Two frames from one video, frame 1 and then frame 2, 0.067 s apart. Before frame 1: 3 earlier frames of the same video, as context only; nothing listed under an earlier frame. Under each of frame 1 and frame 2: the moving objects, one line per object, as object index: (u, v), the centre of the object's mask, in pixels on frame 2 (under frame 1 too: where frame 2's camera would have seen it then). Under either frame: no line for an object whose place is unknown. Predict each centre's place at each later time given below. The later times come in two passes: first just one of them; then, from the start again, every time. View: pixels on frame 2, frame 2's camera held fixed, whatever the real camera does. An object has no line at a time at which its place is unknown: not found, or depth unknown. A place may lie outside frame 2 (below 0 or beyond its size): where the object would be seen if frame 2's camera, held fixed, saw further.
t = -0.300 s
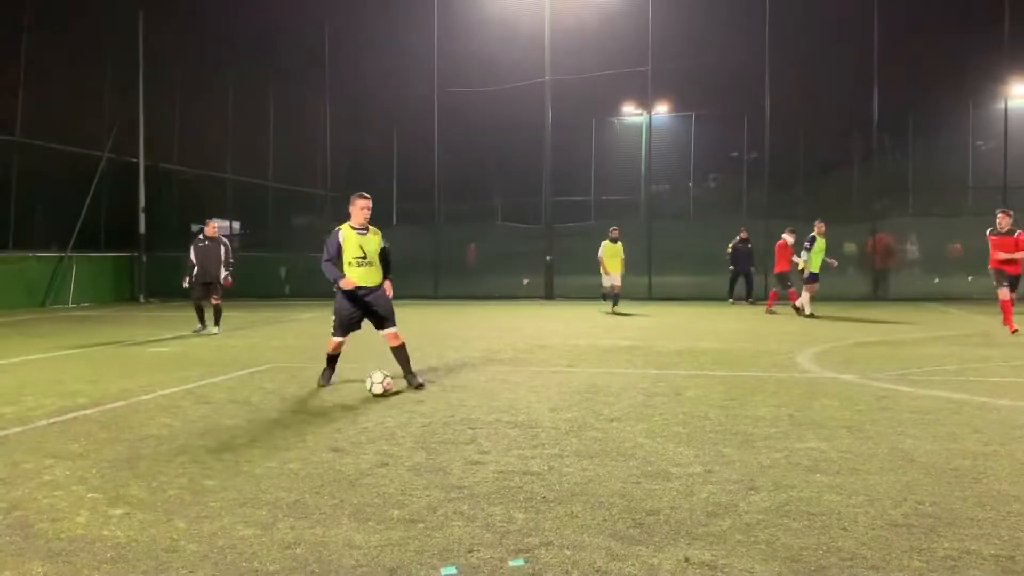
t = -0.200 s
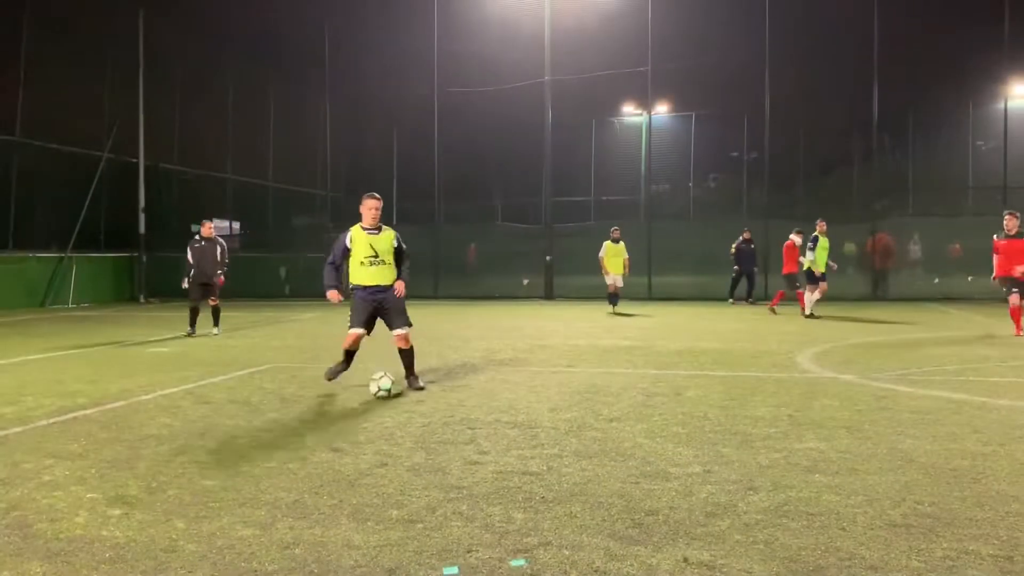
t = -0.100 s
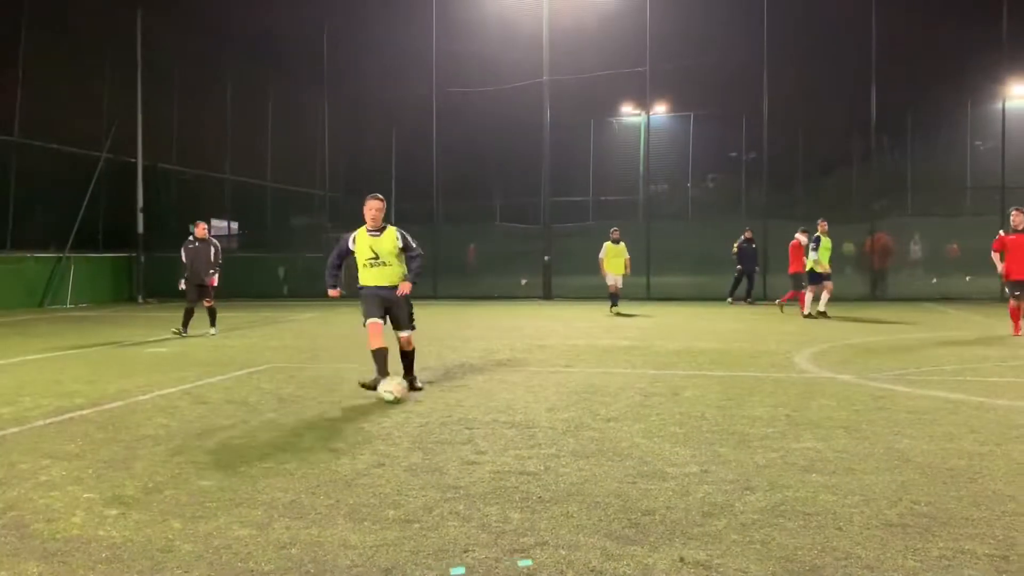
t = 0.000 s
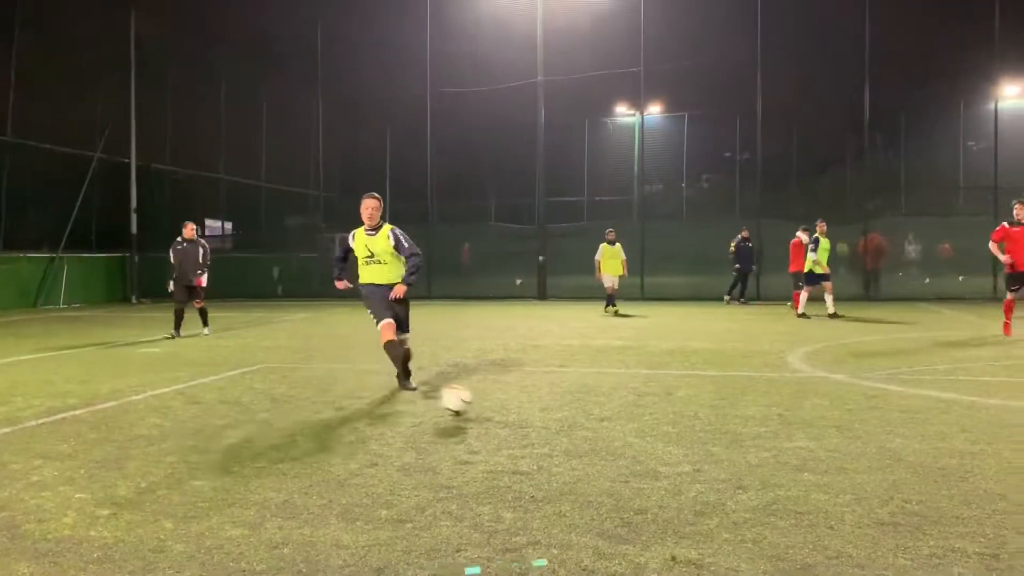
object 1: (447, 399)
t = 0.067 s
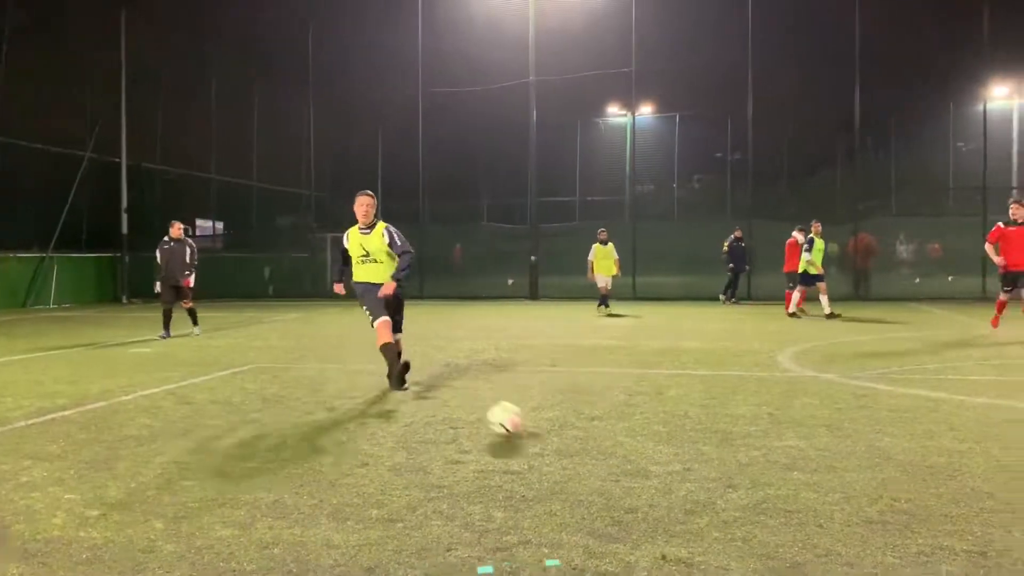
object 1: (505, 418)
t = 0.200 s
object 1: (651, 455)
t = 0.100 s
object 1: (538, 432)
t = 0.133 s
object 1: (572, 437)
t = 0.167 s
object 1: (610, 445)
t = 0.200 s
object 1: (651, 455)
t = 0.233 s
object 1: (702, 473)
